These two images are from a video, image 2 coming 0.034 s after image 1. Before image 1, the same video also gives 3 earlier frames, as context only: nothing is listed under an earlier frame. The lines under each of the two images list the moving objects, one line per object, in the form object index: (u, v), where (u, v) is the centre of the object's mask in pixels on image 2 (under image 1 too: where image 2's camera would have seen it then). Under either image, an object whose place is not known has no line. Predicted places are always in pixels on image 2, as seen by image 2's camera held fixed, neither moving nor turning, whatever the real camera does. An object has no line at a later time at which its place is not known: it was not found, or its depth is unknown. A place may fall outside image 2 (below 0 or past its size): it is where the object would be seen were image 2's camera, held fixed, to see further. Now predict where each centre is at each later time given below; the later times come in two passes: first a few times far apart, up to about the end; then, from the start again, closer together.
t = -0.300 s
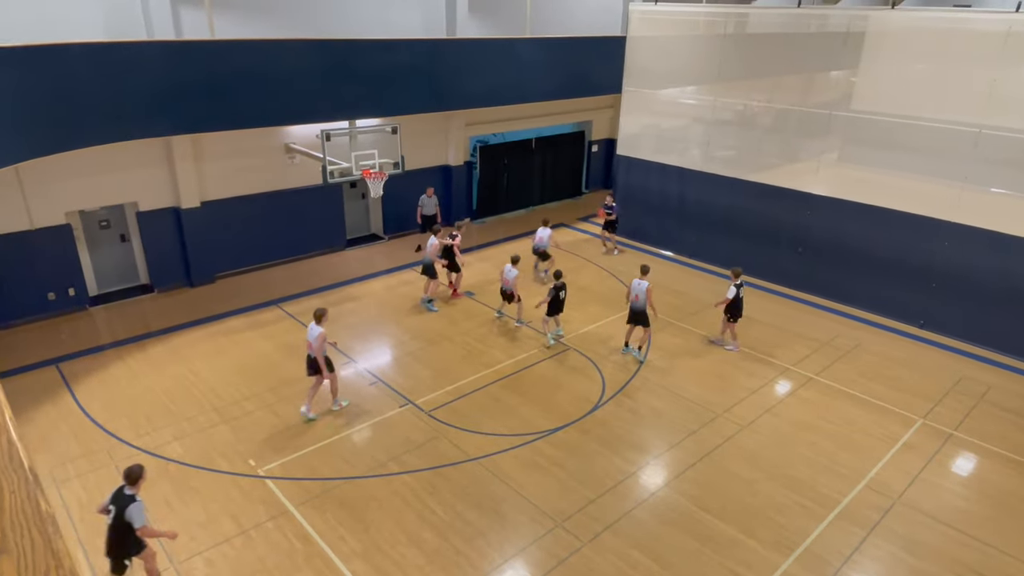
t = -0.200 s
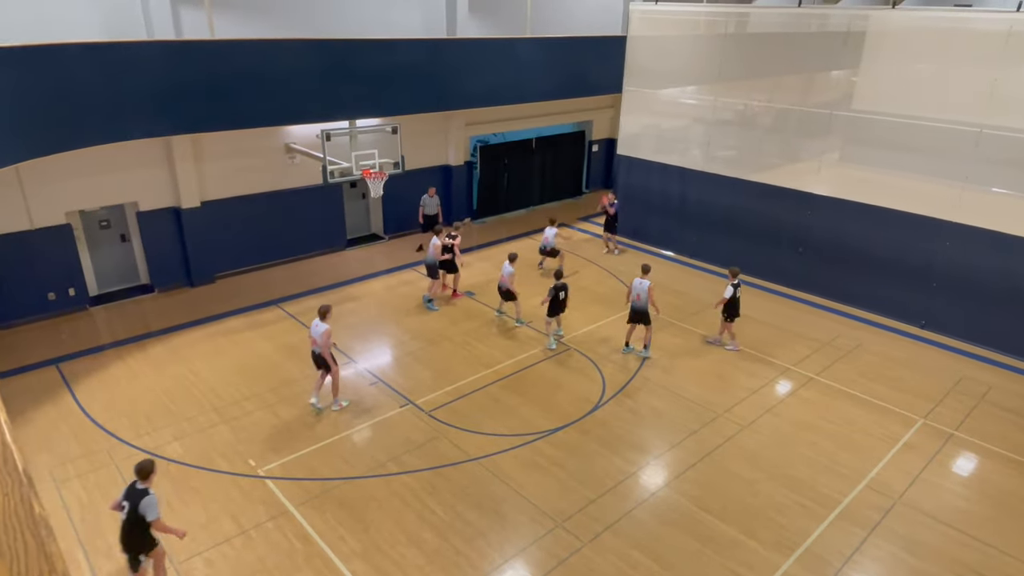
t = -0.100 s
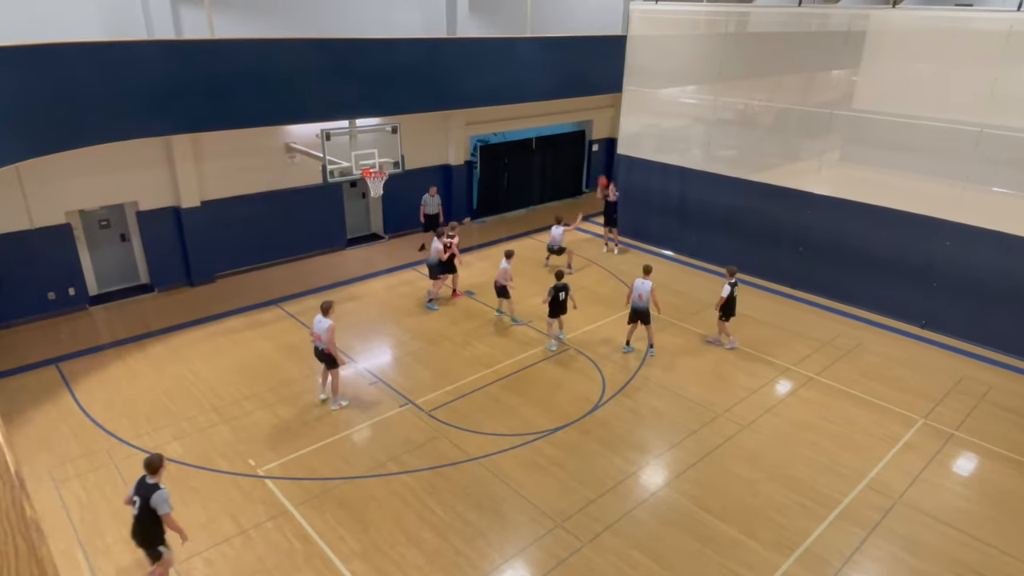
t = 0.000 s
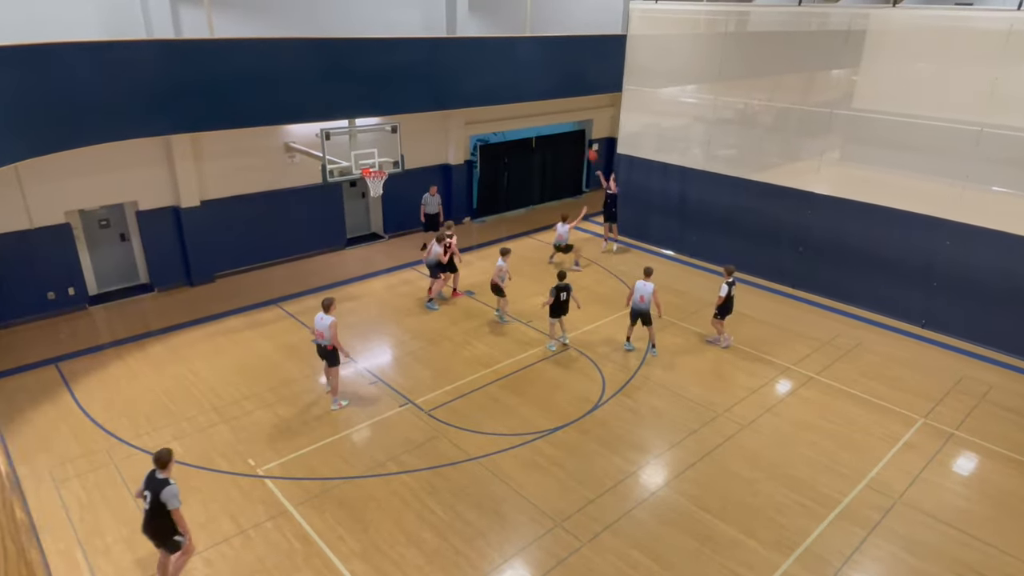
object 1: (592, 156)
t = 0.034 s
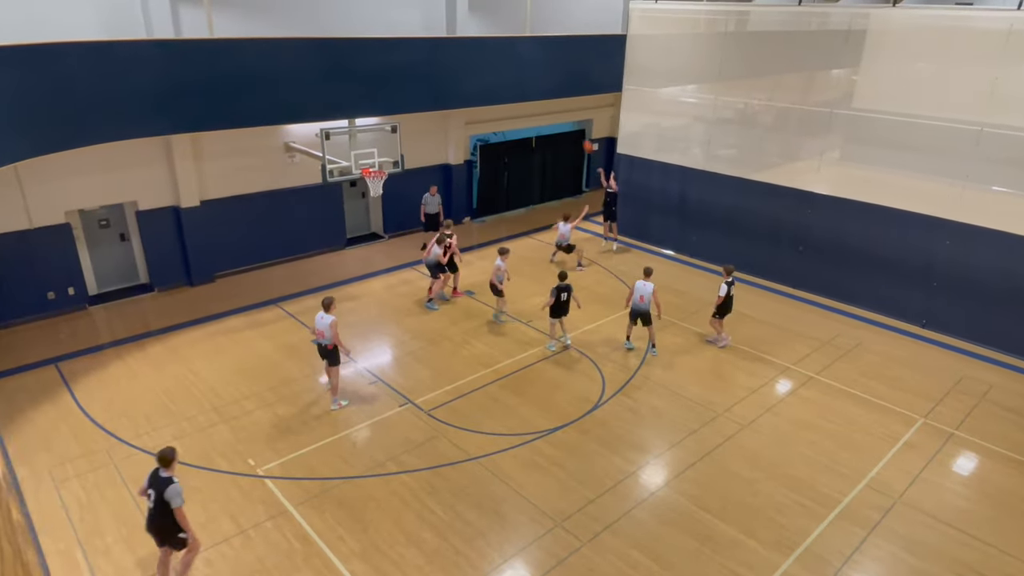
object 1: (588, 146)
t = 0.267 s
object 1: (557, 97)
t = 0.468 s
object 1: (527, 70)
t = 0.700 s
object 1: (490, 59)
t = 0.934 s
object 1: (448, 74)
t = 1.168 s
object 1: (406, 116)
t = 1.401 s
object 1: (368, 166)
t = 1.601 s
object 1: (361, 154)
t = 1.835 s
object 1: (371, 167)
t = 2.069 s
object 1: (372, 177)
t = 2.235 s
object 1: (375, 200)
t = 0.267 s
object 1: (557, 97)
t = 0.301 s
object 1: (553, 92)
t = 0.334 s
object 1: (548, 87)
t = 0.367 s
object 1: (543, 82)
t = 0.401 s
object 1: (538, 78)
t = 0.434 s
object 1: (533, 73)
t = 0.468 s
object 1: (527, 70)
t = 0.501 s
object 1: (522, 67)
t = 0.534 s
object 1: (517, 64)
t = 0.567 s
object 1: (511, 62)
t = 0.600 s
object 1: (506, 61)
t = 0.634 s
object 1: (500, 60)
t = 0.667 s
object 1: (495, 59)
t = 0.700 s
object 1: (490, 59)
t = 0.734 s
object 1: (484, 60)
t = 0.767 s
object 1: (478, 61)
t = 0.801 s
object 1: (472, 62)
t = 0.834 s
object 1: (466, 64)
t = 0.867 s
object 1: (460, 67)
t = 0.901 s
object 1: (454, 70)
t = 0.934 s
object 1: (448, 74)
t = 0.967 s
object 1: (442, 78)
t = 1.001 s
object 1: (436, 83)
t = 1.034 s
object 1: (430, 88)
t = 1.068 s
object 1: (424, 95)
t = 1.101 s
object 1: (418, 102)
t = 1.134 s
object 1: (412, 108)
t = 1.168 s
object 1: (406, 116)
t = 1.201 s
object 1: (399, 126)
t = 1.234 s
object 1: (394, 134)
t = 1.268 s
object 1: (388, 143)
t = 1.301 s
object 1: (382, 152)
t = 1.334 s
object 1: (374, 164)
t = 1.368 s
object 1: (371, 170)
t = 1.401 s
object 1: (368, 166)
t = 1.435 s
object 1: (367, 163)
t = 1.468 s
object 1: (364, 159)
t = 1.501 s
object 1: (362, 157)
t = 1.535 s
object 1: (360, 155)
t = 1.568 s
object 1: (360, 154)
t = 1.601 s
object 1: (361, 154)
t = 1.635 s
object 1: (362, 154)
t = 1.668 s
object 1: (363, 155)
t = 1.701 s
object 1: (364, 156)
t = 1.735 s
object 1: (366, 158)
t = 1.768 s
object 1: (367, 160)
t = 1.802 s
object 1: (368, 162)
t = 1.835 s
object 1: (371, 167)
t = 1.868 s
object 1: (372, 170)
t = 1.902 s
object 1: (372, 171)
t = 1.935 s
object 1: (371, 172)
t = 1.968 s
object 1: (371, 172)
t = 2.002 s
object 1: (371, 173)
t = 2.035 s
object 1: (372, 175)
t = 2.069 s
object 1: (372, 177)
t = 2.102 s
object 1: (373, 179)
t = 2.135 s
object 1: (373, 183)
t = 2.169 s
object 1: (374, 188)
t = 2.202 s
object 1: (374, 194)
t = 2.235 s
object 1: (375, 200)
